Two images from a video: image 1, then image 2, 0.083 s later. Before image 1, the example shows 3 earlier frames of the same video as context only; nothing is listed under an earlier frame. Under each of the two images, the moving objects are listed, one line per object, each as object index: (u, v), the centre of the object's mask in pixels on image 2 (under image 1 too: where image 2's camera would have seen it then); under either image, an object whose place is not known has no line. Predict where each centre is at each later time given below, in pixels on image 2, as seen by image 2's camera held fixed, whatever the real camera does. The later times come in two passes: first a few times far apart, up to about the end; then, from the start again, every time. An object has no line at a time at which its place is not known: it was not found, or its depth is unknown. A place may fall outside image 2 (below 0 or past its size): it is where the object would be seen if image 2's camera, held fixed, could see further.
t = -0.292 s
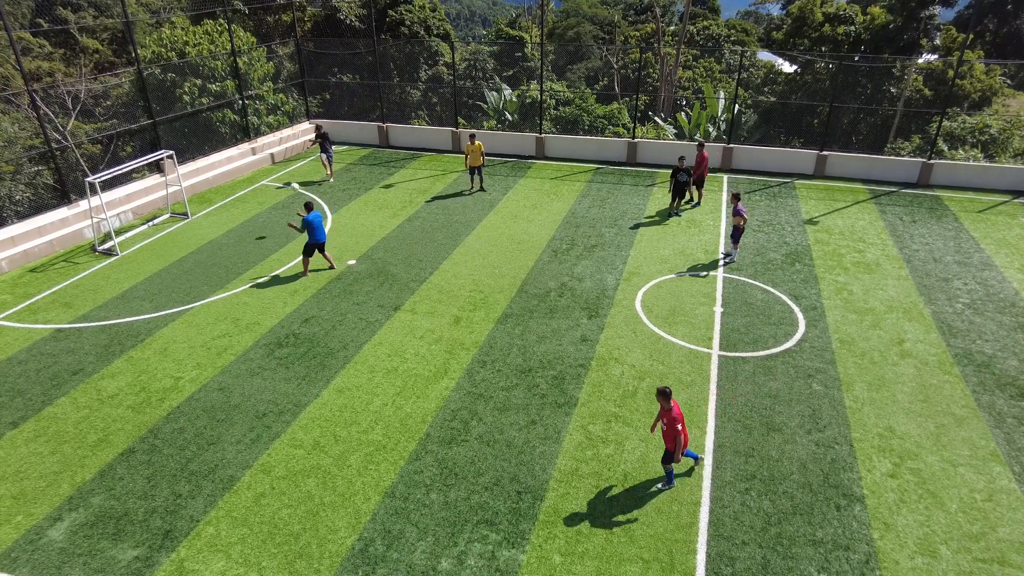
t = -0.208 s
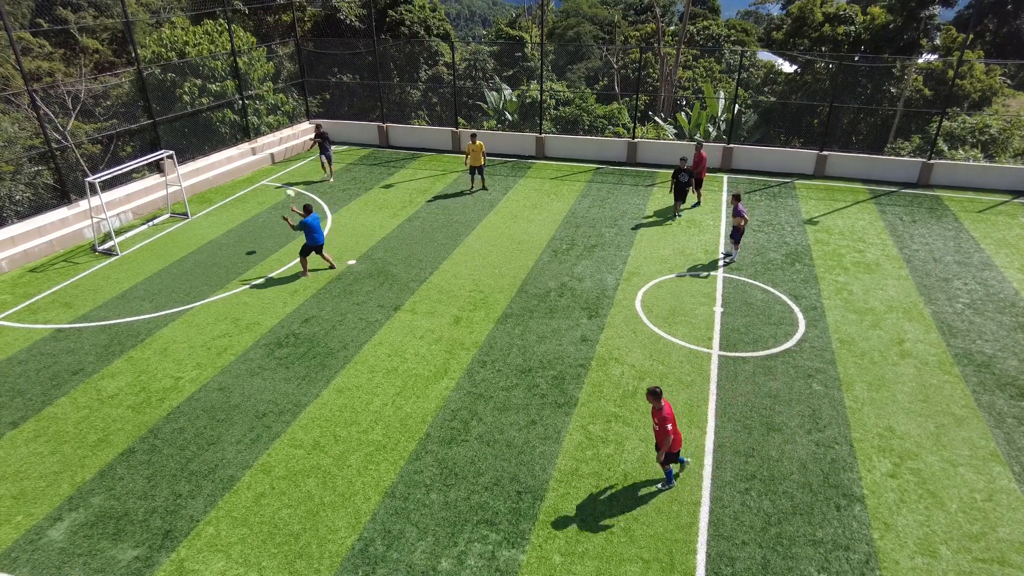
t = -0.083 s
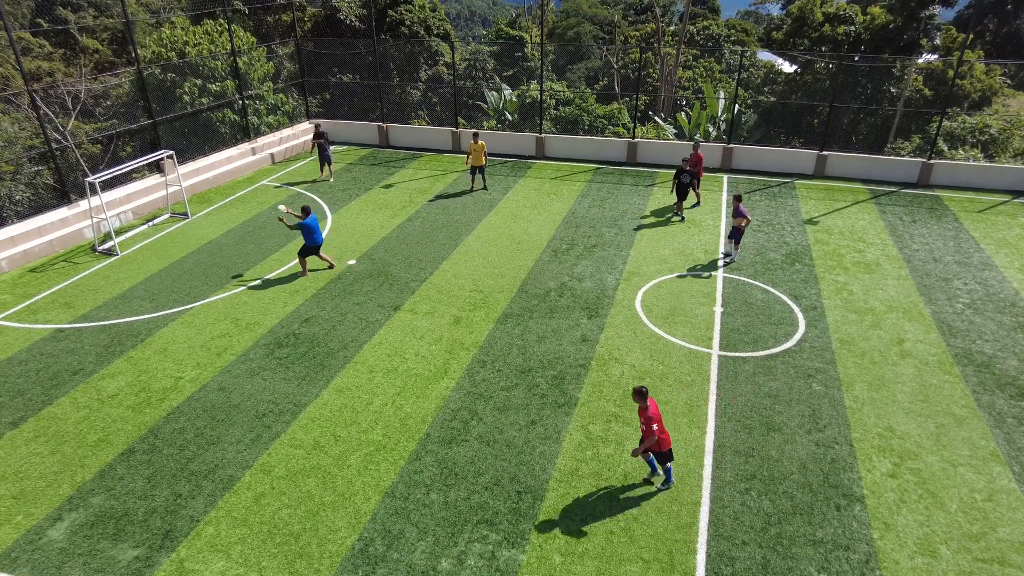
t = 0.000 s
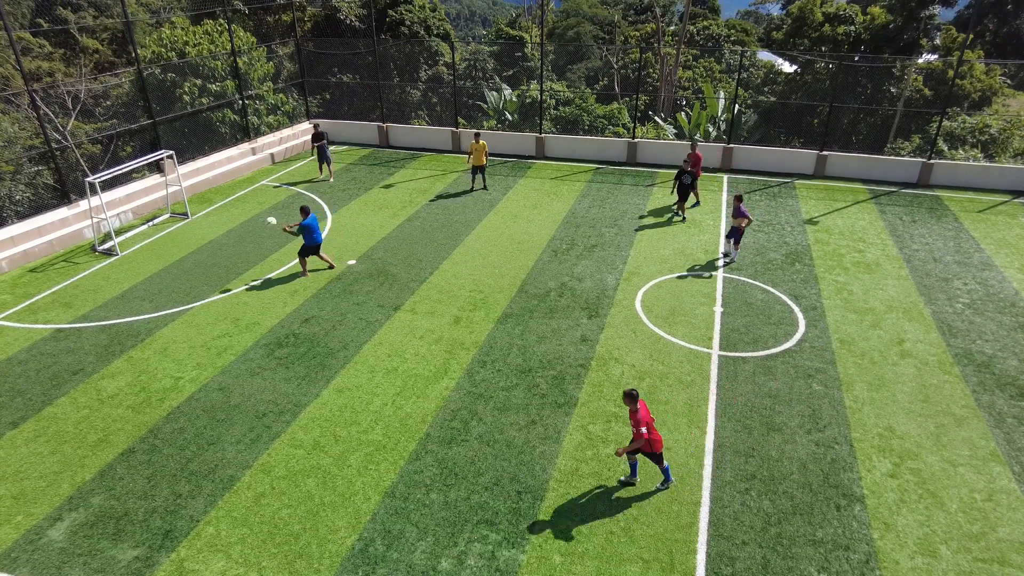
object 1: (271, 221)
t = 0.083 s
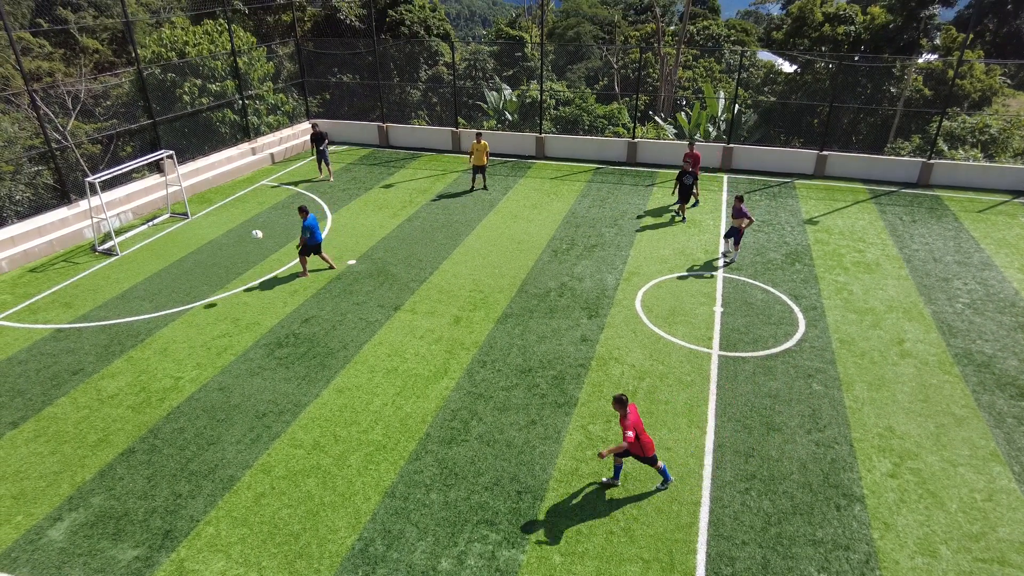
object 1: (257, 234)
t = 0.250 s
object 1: (227, 270)
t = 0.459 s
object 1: (186, 337)
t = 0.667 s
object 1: (143, 409)
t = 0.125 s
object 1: (249, 242)
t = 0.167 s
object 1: (242, 250)
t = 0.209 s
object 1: (234, 260)
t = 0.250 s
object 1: (227, 270)
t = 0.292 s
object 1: (218, 282)
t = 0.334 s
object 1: (210, 294)
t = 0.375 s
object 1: (202, 307)
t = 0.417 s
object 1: (194, 321)
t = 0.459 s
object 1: (186, 337)
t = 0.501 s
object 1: (177, 354)
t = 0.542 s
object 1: (169, 372)
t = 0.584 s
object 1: (160, 390)
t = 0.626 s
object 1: (151, 408)
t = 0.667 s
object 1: (143, 409)
